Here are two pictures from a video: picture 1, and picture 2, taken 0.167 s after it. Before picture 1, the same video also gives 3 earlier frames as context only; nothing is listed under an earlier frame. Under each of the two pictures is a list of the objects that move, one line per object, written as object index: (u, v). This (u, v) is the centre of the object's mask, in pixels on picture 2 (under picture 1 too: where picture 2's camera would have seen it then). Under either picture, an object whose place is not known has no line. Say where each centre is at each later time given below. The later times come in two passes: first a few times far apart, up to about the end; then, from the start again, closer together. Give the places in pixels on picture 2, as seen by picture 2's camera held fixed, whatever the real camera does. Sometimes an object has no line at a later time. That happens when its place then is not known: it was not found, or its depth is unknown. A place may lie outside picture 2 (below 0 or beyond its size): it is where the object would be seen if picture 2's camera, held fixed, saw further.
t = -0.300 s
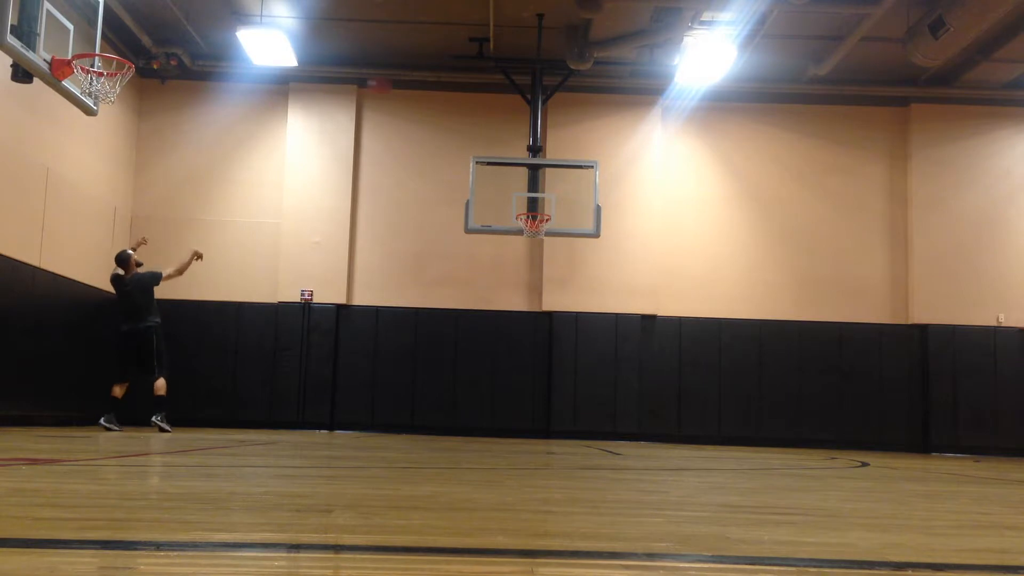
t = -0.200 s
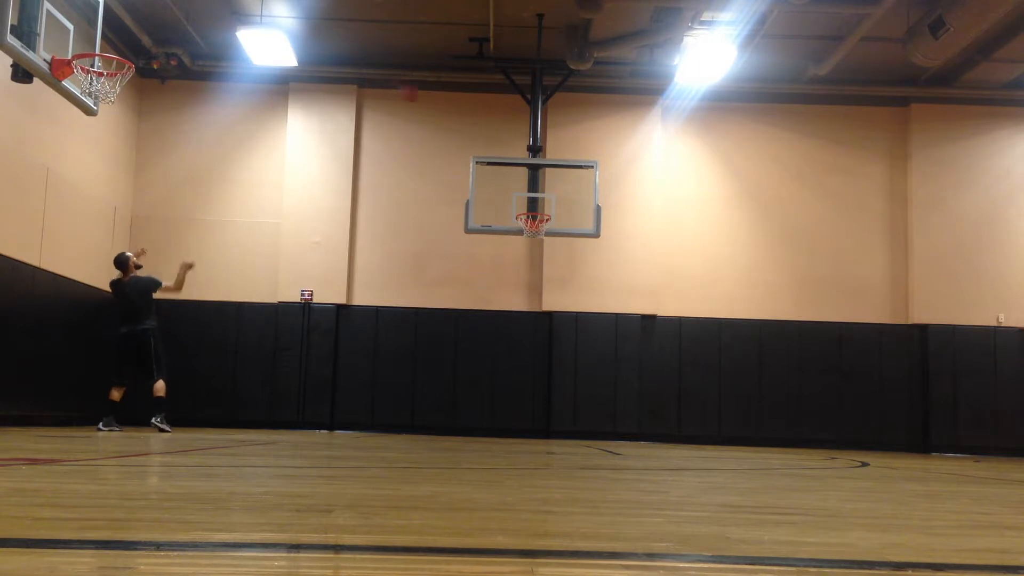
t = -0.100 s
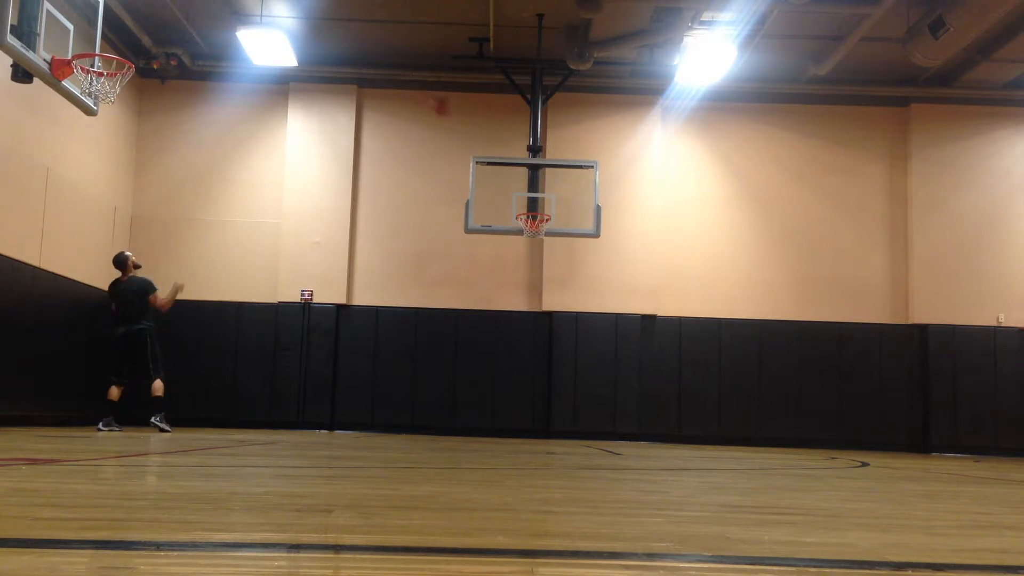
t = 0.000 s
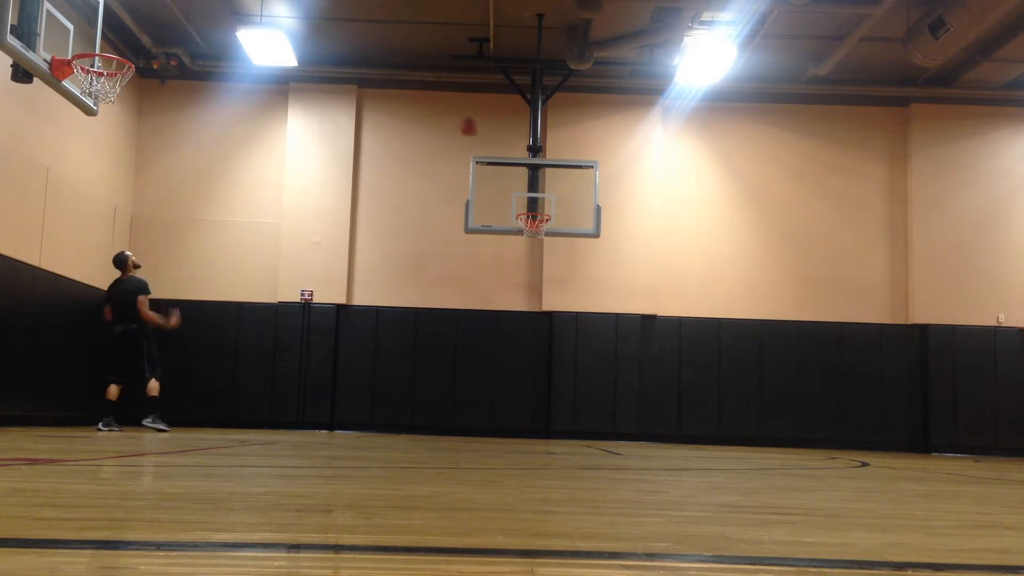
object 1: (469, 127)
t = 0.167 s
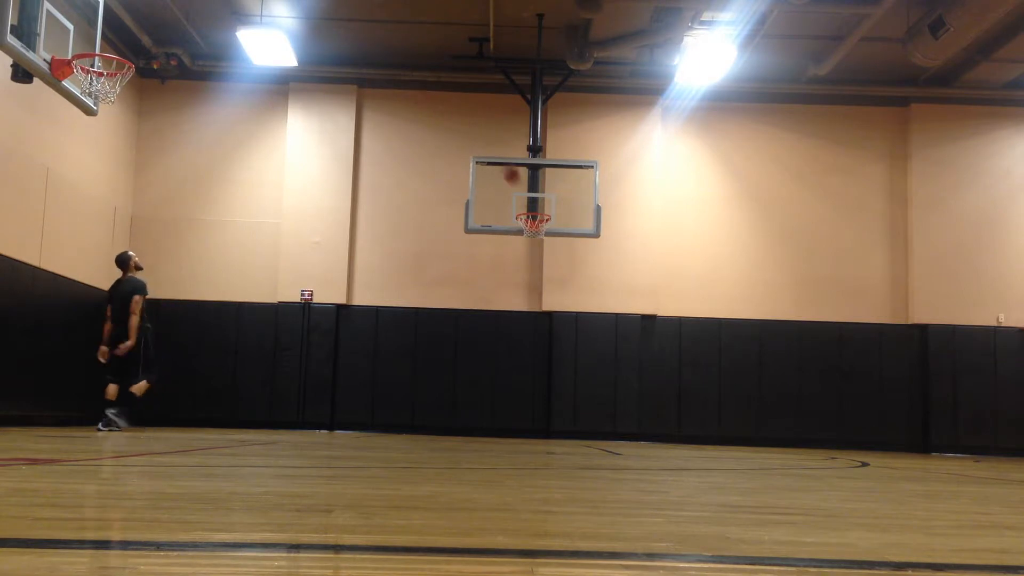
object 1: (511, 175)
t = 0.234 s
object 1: (528, 197)
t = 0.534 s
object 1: (506, 290)
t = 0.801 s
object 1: (466, 412)
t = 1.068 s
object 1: (426, 340)
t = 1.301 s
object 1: (388, 285)
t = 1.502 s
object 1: (354, 269)
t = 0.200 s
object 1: (520, 186)
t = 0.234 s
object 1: (528, 197)
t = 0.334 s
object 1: (536, 236)
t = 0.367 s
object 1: (531, 240)
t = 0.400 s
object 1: (526, 248)
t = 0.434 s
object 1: (521, 258)
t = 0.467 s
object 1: (516, 268)
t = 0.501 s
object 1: (511, 279)
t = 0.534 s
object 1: (506, 290)
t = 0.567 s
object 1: (501, 303)
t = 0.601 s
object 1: (496, 318)
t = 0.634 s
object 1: (492, 329)
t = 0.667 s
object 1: (487, 345)
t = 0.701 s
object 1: (481, 360)
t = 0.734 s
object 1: (476, 378)
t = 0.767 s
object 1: (471, 394)
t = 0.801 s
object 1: (466, 412)
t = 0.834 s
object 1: (461, 426)
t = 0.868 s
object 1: (456, 415)
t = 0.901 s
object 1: (451, 400)
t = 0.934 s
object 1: (446, 387)
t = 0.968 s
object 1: (441, 374)
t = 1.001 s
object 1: (436, 362)
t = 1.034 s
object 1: (431, 351)
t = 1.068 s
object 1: (426, 340)
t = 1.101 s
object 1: (421, 330)
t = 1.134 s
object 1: (416, 320)
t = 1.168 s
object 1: (411, 313)
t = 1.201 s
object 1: (405, 304)
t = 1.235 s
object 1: (399, 296)
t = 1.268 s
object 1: (394, 290)
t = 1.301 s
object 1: (388, 285)
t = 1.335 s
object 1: (383, 280)
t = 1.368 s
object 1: (377, 277)
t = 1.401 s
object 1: (371, 274)
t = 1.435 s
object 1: (366, 271)
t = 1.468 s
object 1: (360, 270)
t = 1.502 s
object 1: (354, 269)
